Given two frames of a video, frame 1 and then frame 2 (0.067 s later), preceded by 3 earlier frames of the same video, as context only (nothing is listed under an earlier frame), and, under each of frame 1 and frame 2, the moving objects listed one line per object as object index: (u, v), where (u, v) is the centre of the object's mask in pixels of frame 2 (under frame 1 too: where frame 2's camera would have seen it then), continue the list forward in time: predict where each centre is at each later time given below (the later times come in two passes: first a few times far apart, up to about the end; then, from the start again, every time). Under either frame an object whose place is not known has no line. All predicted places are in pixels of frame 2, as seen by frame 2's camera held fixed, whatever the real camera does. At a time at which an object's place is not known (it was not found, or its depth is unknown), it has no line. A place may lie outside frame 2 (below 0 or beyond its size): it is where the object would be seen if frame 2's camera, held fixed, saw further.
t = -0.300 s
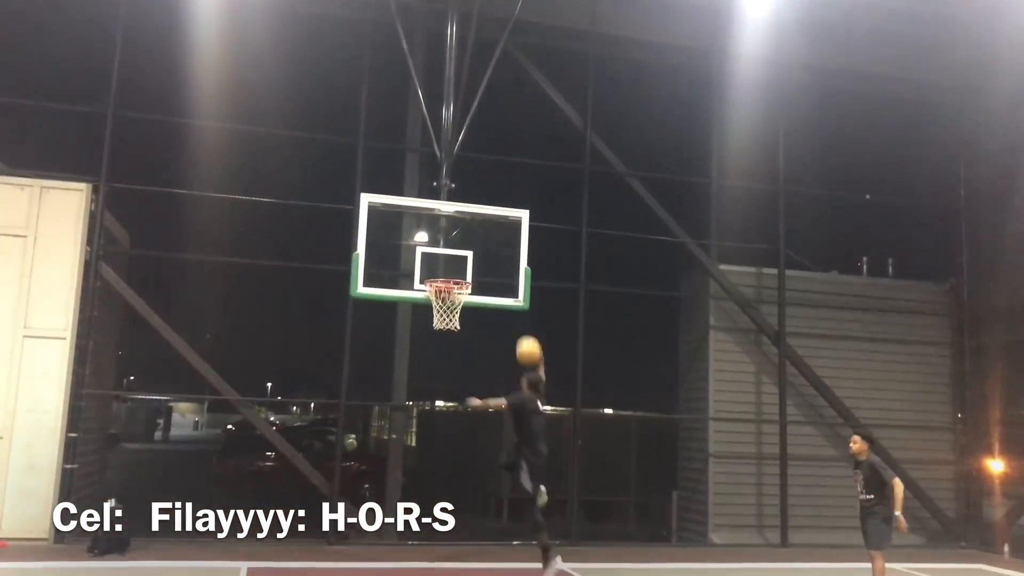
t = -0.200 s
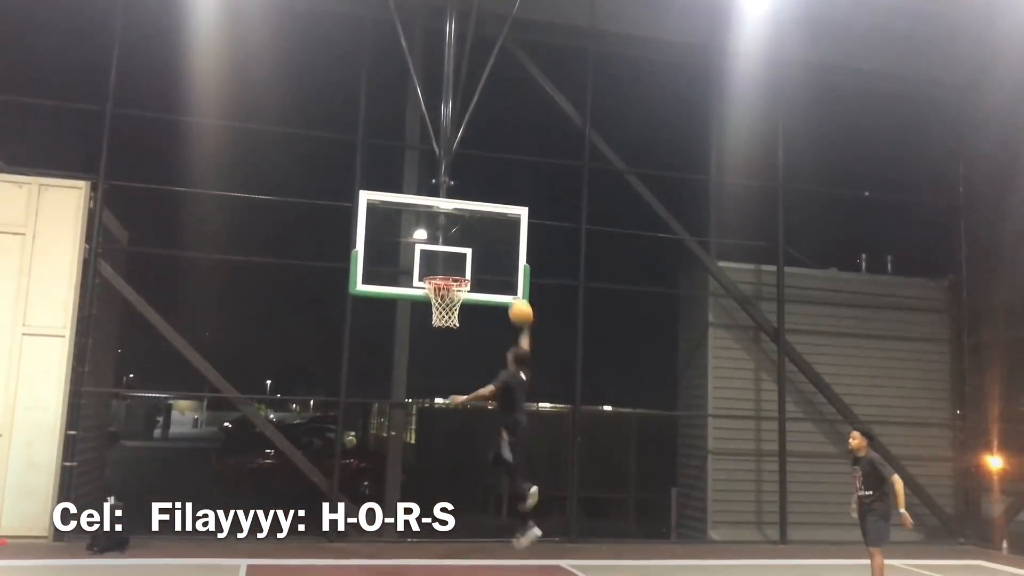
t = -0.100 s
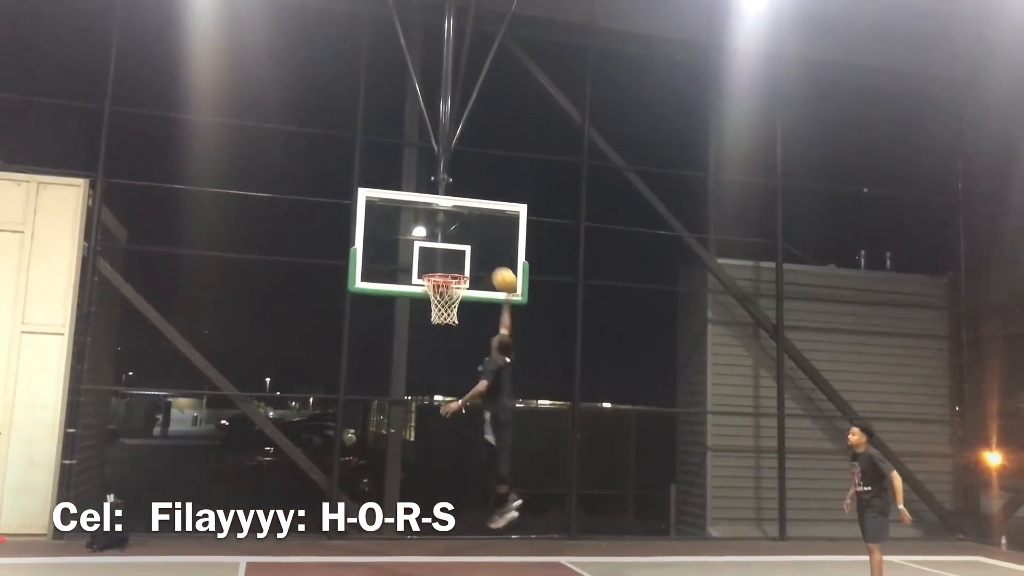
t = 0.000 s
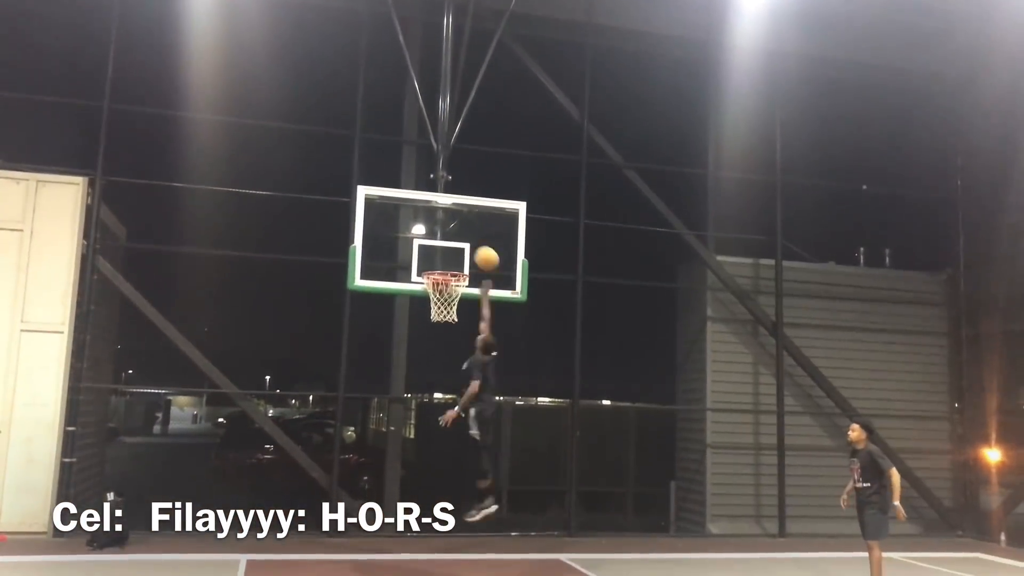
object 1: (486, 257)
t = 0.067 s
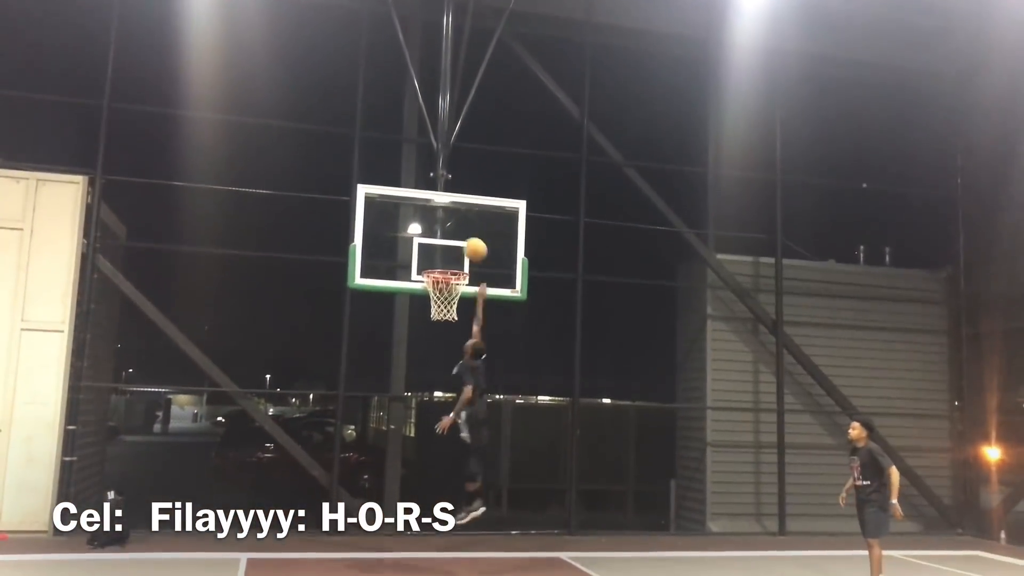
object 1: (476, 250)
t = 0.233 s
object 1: (459, 246)
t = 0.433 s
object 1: (443, 273)
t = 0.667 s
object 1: (447, 342)
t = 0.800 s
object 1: (448, 403)
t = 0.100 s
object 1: (470, 247)
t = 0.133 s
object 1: (466, 245)
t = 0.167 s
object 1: (464, 244)
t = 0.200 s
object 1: (462, 245)
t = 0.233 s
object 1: (459, 246)
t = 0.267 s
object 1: (457, 248)
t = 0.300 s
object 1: (454, 251)
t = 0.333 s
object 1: (451, 256)
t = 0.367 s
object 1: (449, 259)
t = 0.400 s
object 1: (446, 263)
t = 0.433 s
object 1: (443, 273)
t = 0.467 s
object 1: (443, 281)
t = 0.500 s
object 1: (445, 288)
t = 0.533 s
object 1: (446, 297)
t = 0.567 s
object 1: (447, 307)
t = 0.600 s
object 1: (446, 320)
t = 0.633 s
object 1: (447, 331)
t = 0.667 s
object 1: (447, 342)
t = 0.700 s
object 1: (447, 355)
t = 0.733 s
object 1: (447, 370)
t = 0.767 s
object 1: (448, 384)
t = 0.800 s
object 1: (448, 403)
